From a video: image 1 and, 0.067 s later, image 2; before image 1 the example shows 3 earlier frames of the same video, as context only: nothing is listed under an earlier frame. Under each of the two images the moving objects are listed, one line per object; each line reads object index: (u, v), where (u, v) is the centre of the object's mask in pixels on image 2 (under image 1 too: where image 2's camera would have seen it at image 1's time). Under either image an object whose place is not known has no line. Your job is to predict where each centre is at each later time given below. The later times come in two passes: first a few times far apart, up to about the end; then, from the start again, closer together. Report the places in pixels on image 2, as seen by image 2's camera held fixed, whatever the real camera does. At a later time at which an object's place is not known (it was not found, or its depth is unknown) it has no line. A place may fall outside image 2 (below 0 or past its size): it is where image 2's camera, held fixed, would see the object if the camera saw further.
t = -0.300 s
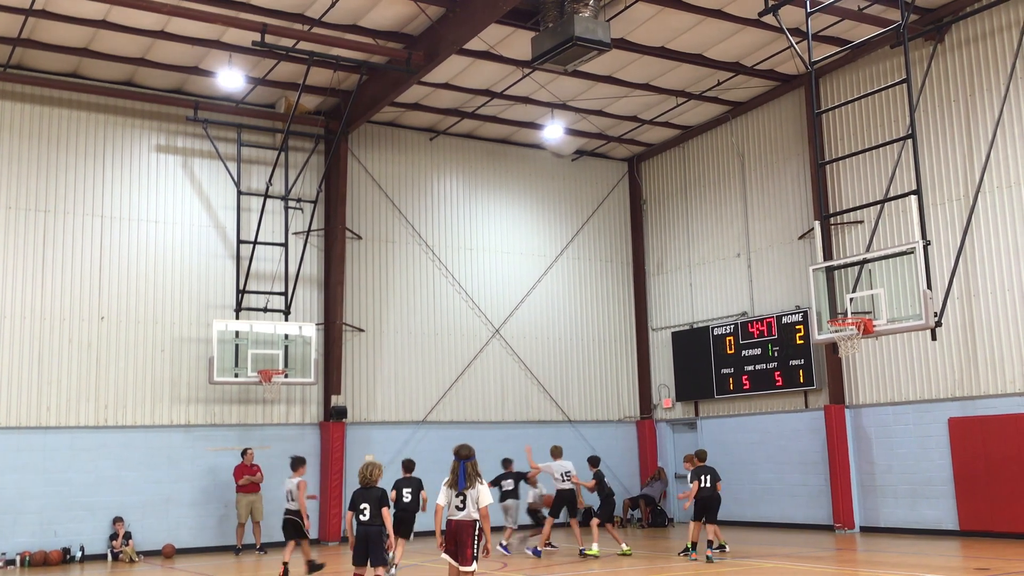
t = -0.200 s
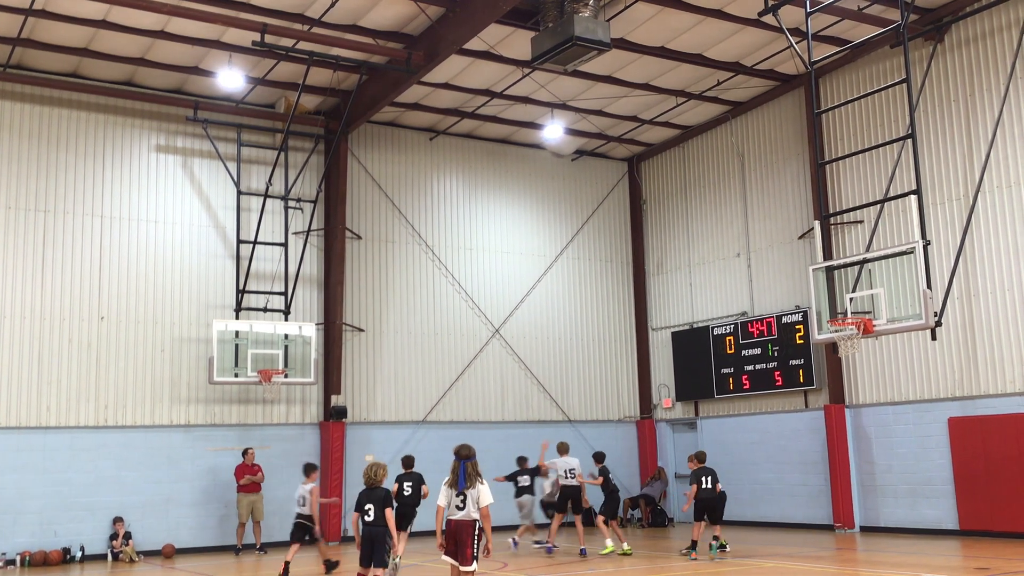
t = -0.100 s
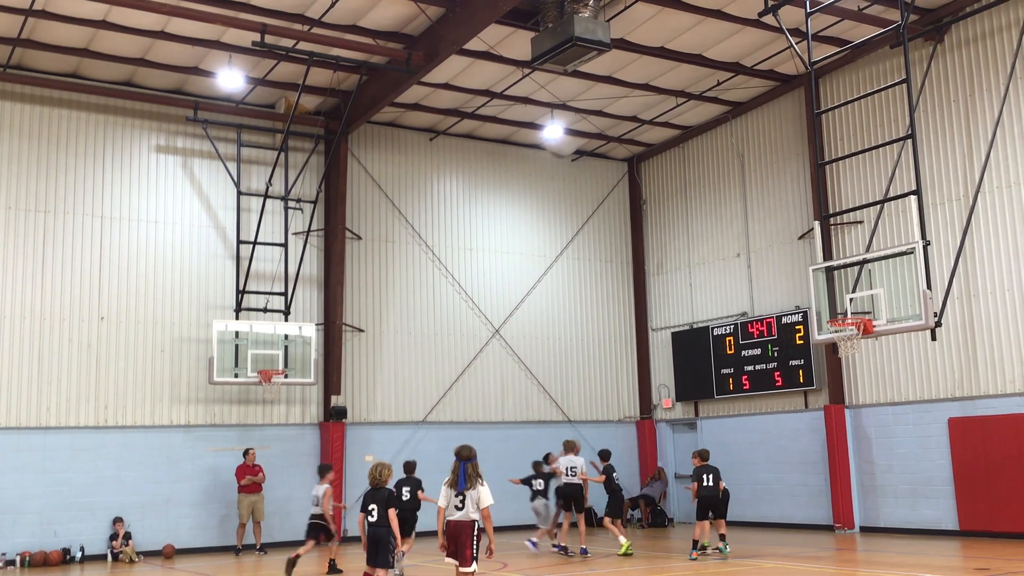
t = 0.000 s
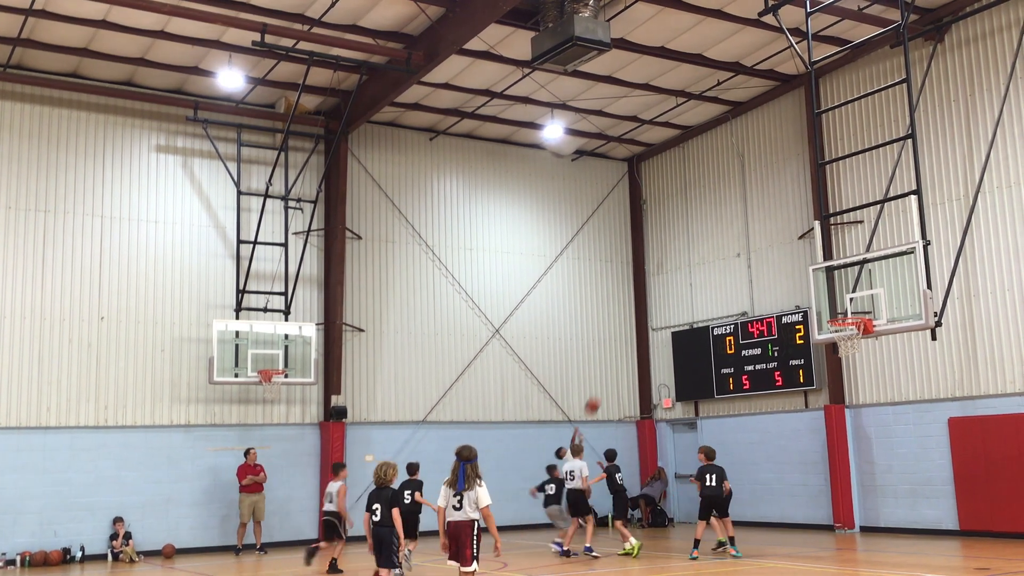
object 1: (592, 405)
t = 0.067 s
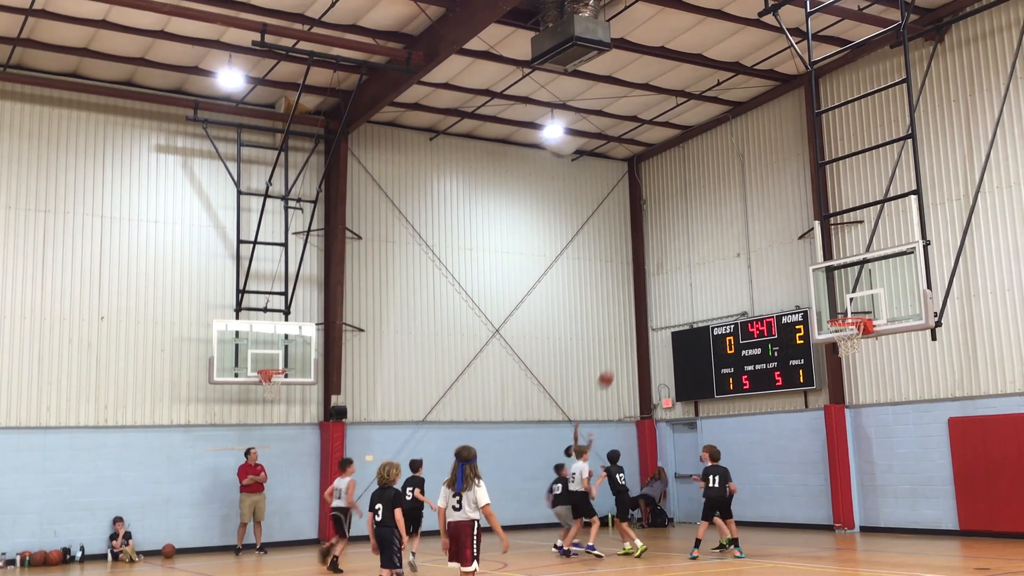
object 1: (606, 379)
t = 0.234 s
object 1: (640, 323)
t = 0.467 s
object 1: (688, 274)
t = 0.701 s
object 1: (741, 256)
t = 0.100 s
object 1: (612, 366)
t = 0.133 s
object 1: (619, 355)
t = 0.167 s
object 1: (625, 344)
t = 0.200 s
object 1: (633, 334)
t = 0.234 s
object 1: (640, 323)
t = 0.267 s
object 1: (646, 315)
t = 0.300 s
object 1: (654, 306)
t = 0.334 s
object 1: (661, 298)
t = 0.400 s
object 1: (674, 285)
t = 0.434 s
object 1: (681, 279)
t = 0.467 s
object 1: (688, 274)
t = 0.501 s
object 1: (695, 269)
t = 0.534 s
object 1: (703, 265)
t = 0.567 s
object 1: (711, 262)
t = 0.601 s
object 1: (718, 260)
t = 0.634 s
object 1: (726, 258)
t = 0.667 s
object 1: (734, 257)
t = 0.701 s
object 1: (741, 256)
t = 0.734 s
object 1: (749, 256)
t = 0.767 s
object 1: (757, 257)
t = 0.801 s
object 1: (765, 259)
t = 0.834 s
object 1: (774, 261)
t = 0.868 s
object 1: (780, 264)
